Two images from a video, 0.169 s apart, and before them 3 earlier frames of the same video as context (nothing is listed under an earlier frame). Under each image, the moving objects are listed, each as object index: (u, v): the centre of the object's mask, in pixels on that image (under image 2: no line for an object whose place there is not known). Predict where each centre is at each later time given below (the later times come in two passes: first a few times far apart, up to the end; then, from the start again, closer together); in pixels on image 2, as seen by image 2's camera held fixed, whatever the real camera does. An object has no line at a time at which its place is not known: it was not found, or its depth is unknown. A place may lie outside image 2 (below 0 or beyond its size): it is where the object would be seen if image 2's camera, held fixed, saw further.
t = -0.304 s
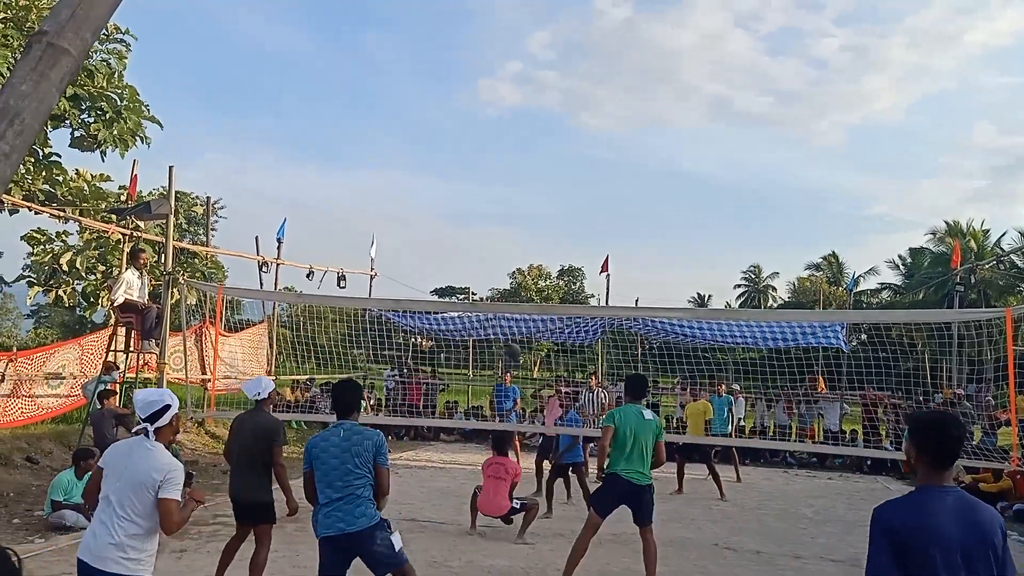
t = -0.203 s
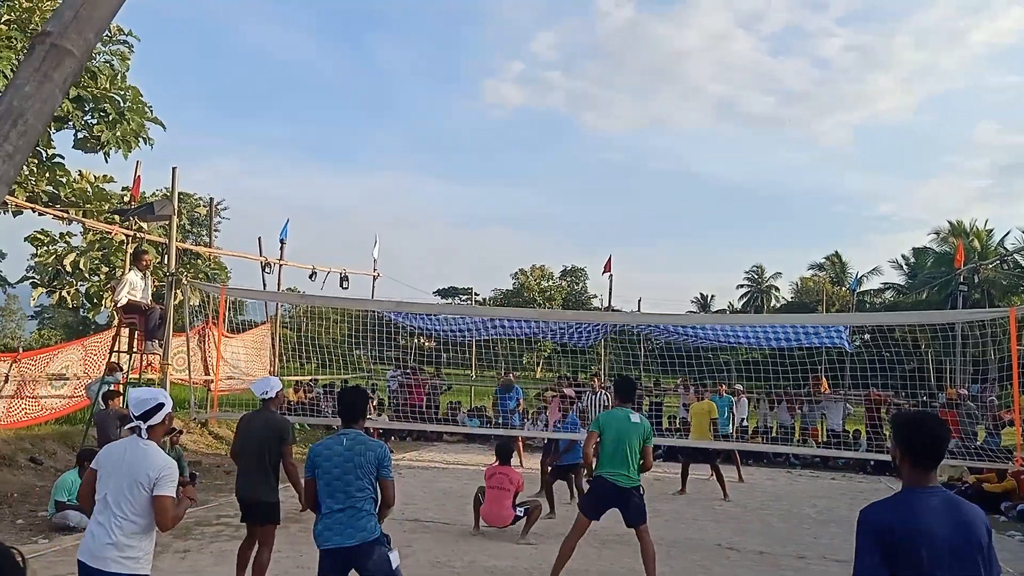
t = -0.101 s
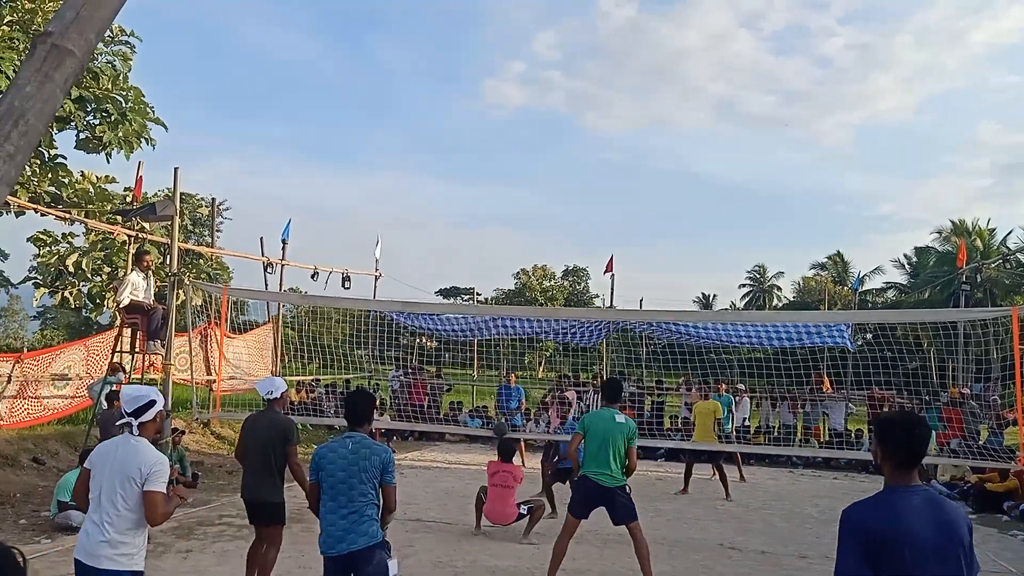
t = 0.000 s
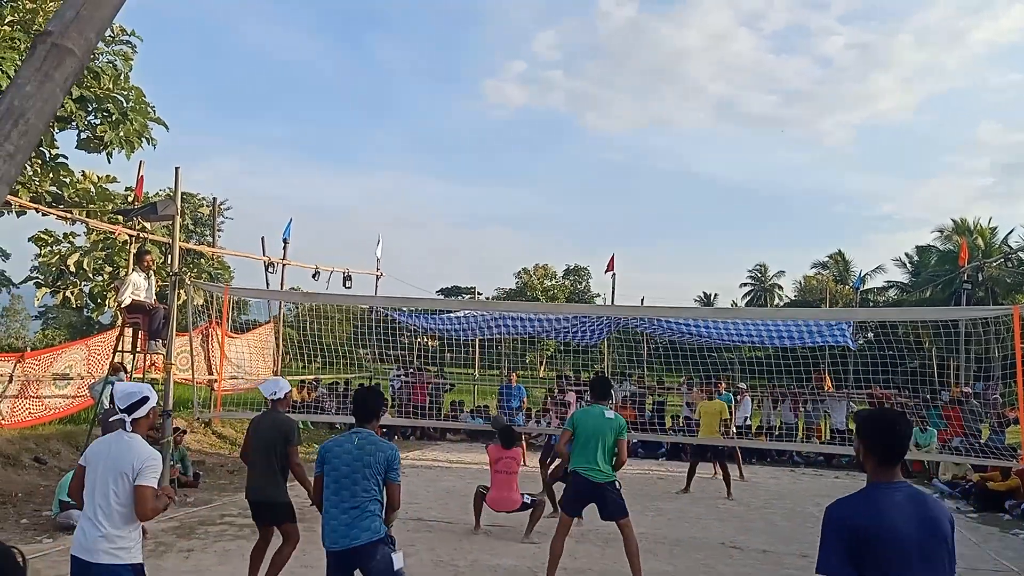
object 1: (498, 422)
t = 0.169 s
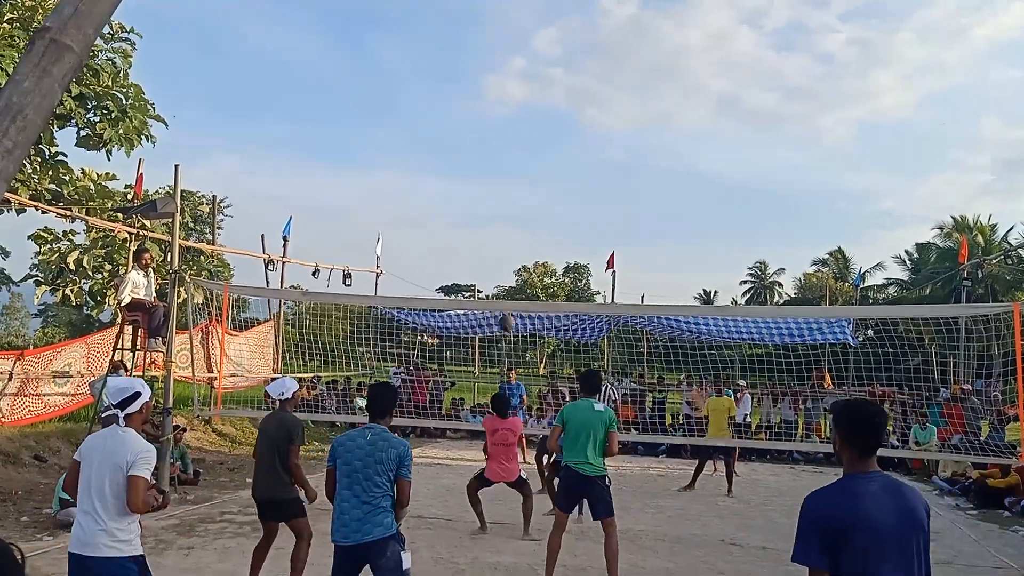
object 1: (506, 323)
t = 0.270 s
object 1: (512, 274)
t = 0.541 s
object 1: (528, 176)
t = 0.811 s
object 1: (544, 142)
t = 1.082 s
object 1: (560, 204)
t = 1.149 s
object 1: (564, 240)
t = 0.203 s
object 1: (507, 306)
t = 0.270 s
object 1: (512, 274)
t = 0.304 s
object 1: (514, 259)
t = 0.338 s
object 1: (516, 245)
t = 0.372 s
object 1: (518, 231)
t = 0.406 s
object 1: (520, 218)
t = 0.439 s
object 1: (522, 206)
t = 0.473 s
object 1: (524, 195)
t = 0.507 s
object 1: (526, 185)
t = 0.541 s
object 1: (528, 176)
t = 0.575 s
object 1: (530, 168)
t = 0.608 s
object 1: (532, 160)
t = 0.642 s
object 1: (534, 154)
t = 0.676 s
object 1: (536, 149)
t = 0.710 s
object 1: (538, 144)
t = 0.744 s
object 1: (540, 142)
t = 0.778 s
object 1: (542, 141)
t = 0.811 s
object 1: (544, 142)
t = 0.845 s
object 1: (546, 144)
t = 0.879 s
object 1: (548, 147)
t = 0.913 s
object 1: (550, 151)
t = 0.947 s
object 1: (552, 158)
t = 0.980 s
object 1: (554, 166)
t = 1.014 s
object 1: (556, 176)
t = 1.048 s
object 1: (558, 189)
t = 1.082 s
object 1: (560, 204)
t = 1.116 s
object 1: (562, 221)
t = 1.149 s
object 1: (564, 240)
